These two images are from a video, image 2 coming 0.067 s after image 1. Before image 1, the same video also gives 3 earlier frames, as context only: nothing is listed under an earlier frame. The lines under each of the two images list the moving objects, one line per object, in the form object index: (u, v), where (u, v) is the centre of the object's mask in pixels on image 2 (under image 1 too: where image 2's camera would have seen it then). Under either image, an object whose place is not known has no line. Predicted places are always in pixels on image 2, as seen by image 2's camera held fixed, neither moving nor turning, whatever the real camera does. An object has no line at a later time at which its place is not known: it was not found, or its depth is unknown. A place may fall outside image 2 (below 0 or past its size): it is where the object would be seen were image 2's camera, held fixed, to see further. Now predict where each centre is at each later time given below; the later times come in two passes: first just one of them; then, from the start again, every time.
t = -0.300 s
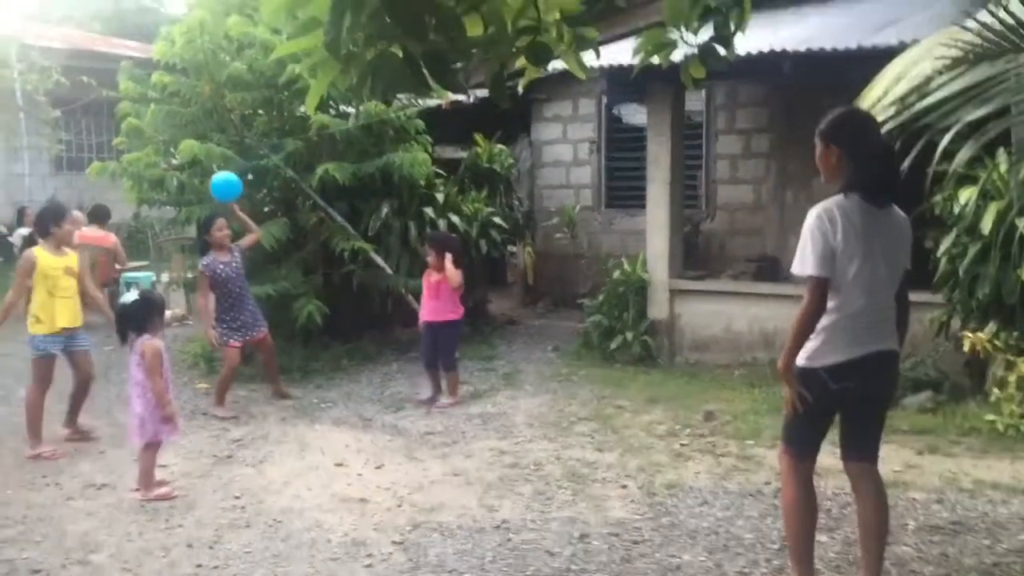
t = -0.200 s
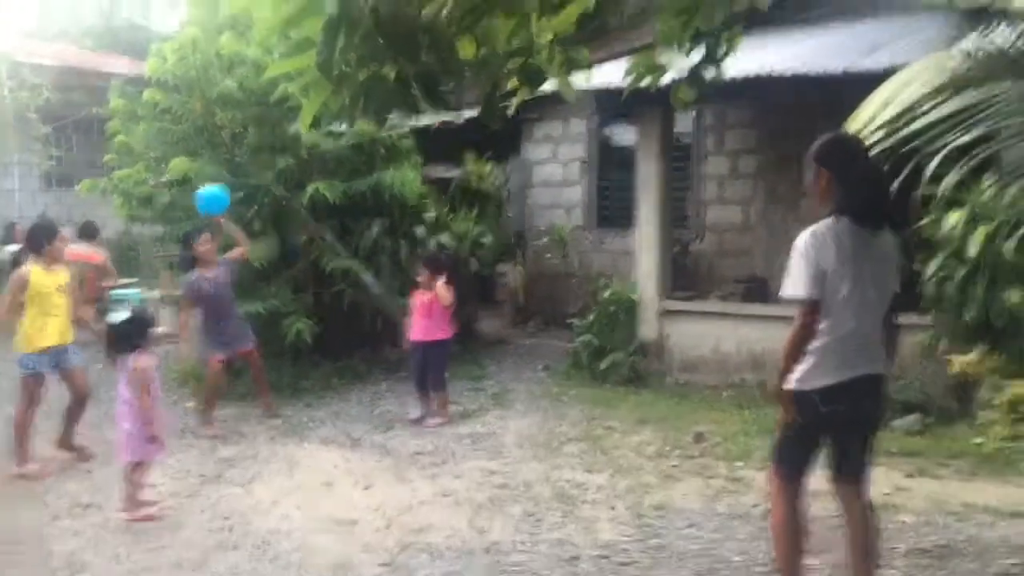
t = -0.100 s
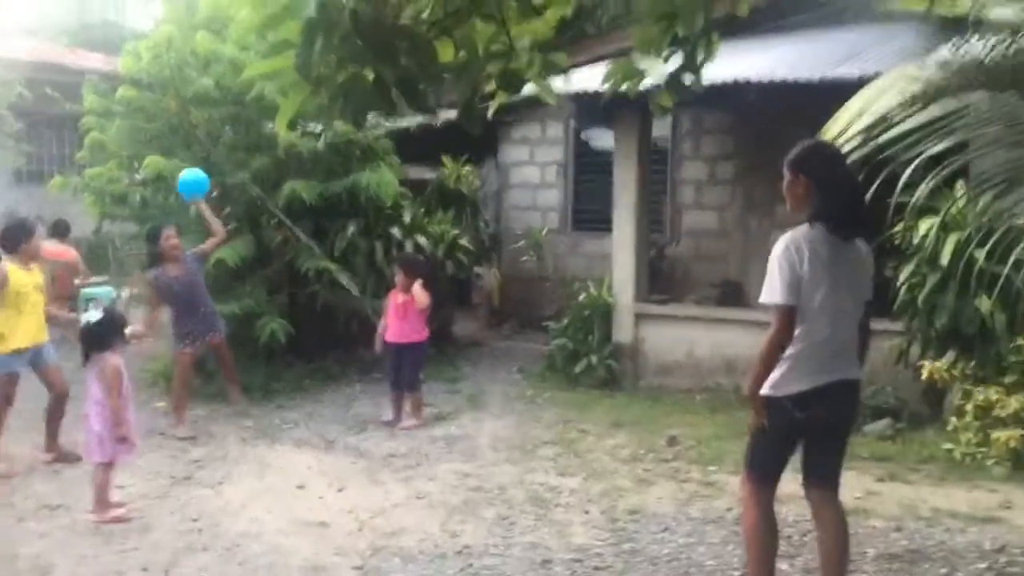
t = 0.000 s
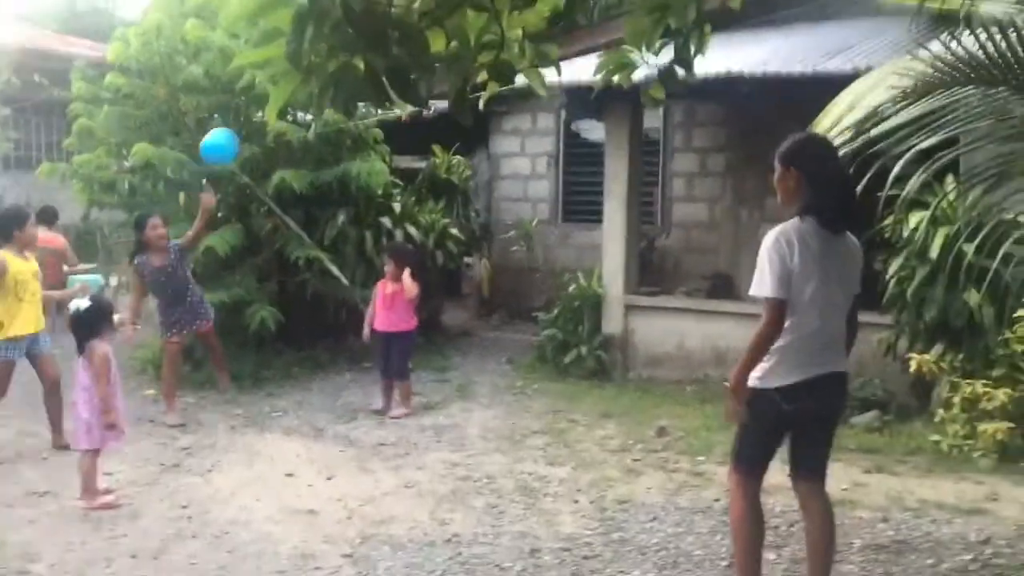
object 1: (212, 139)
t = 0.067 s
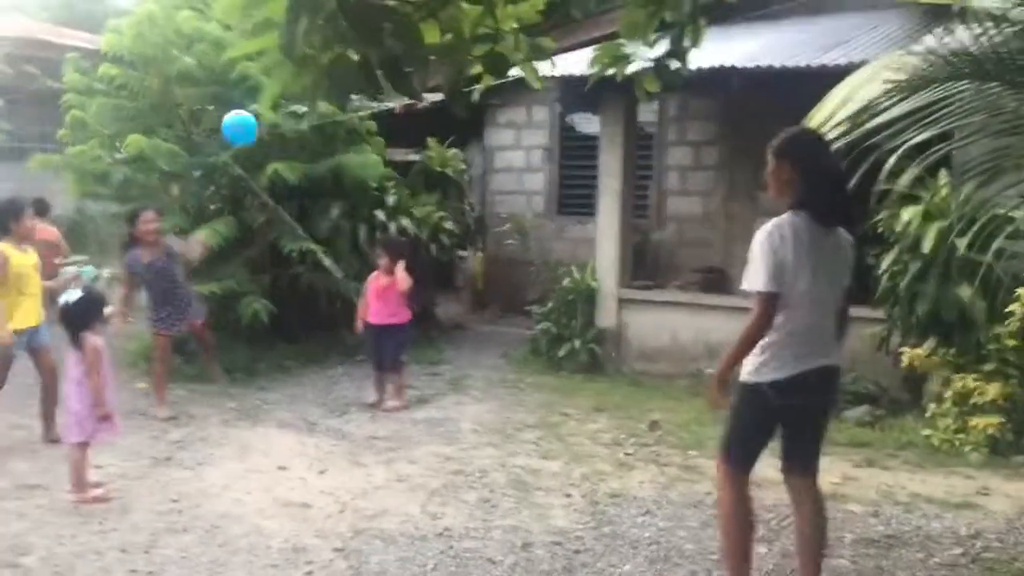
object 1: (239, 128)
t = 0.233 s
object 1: (308, 140)
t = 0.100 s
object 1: (253, 125)
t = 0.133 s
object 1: (268, 125)
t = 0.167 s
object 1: (280, 128)
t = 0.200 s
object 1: (294, 134)
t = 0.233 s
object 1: (308, 140)
